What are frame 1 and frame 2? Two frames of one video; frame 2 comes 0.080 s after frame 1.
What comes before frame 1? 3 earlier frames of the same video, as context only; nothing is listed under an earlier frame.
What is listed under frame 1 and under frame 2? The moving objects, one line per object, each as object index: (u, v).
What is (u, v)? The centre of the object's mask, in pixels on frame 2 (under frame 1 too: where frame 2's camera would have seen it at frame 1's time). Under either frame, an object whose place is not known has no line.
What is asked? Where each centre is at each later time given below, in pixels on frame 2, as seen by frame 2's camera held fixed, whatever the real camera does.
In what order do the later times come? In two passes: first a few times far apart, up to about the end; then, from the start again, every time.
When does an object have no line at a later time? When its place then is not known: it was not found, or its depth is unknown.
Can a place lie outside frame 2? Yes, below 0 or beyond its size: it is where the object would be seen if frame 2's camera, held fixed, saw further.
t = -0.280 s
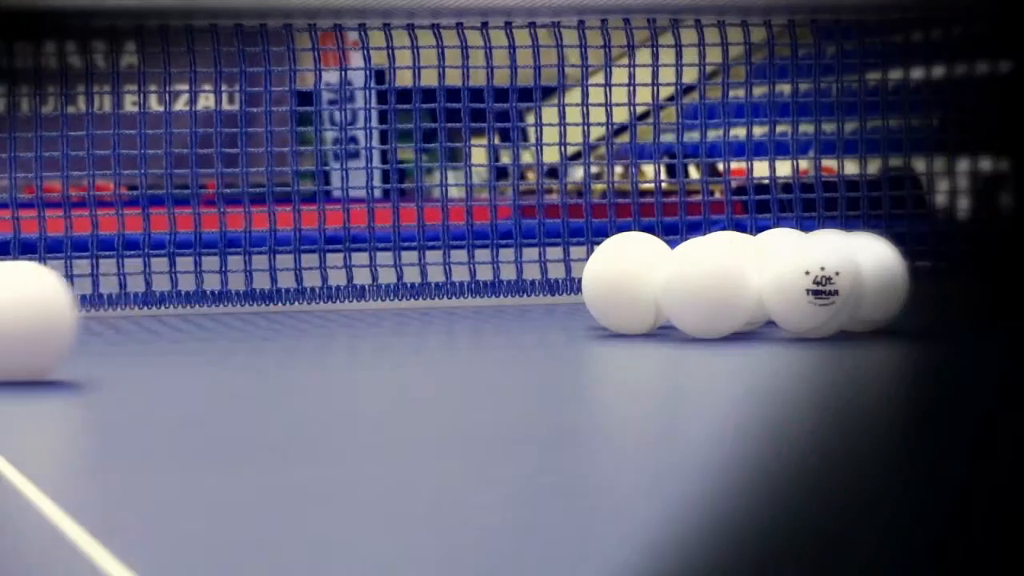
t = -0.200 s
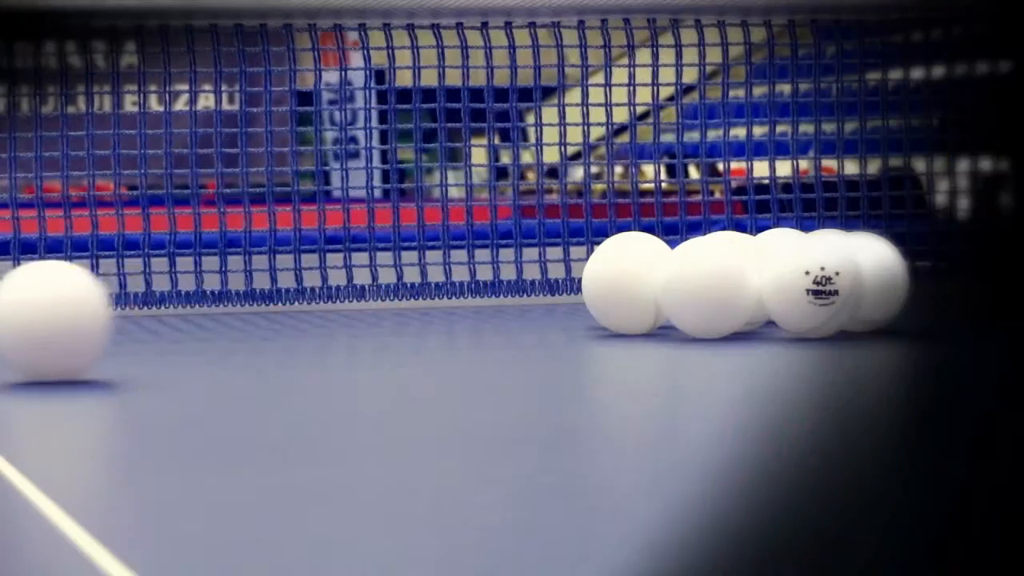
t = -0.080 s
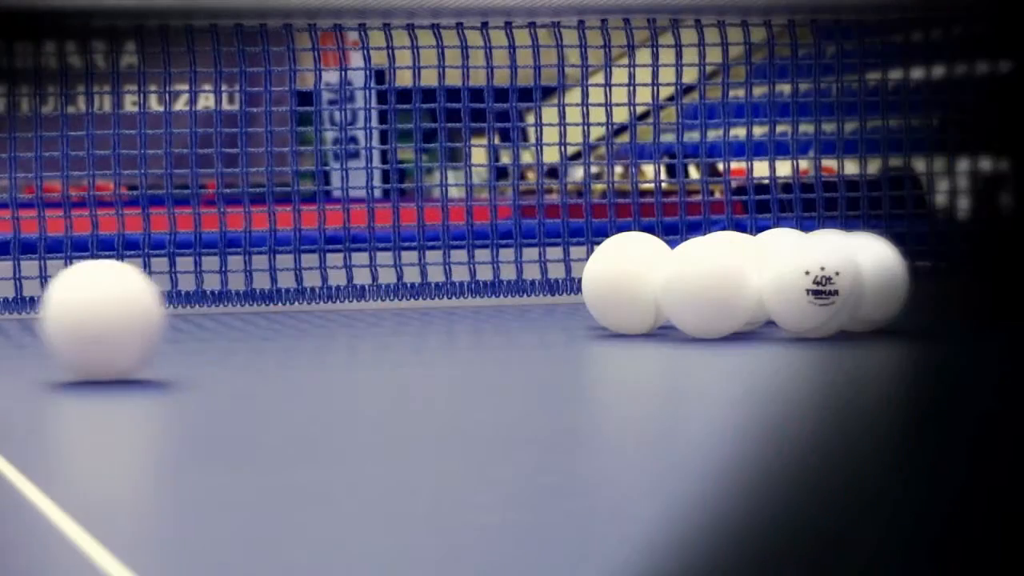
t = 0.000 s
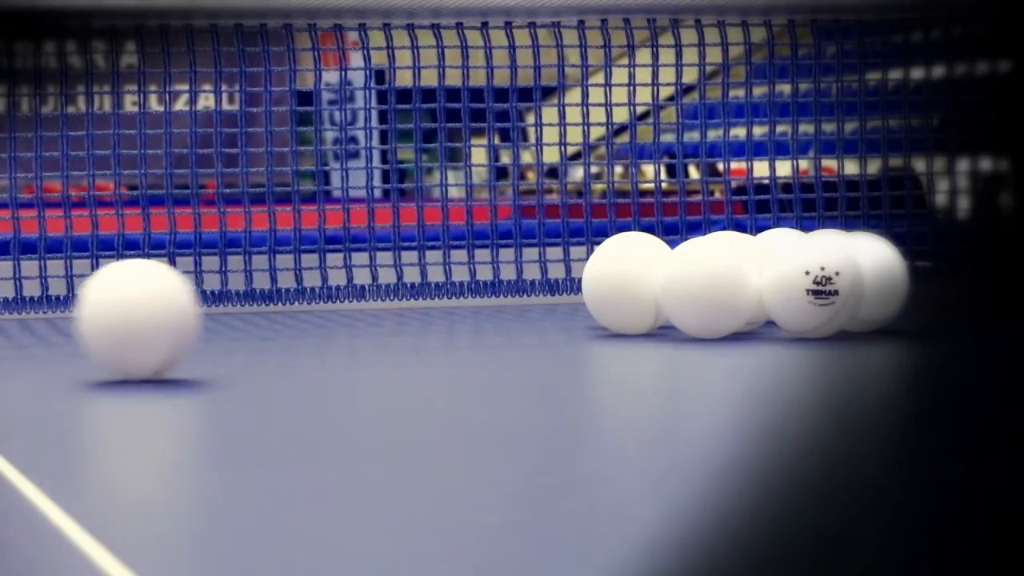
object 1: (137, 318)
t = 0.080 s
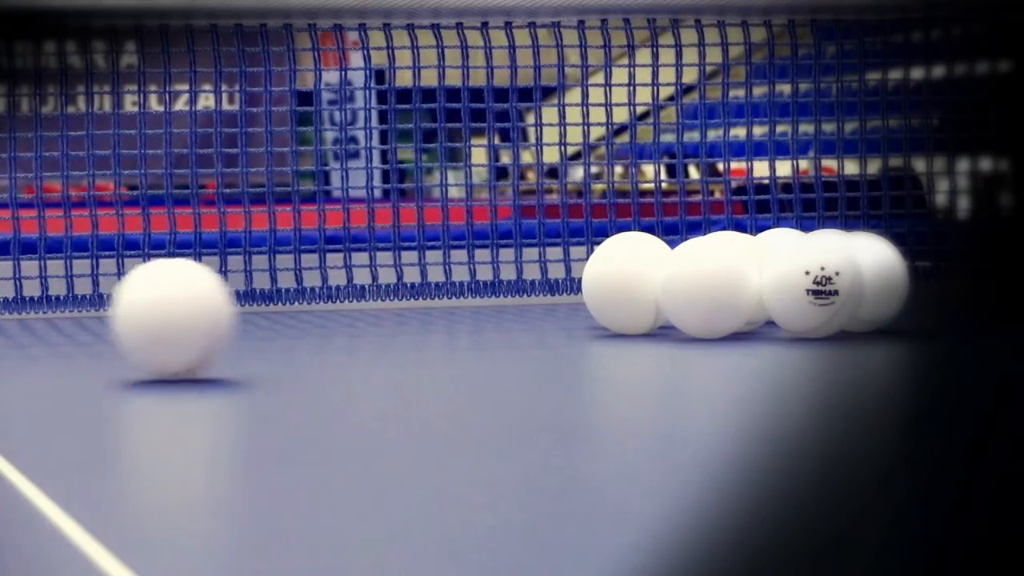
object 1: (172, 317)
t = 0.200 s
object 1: (224, 316)
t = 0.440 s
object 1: (328, 315)
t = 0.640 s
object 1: (415, 313)
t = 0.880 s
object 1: (518, 311)
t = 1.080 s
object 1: (602, 305)
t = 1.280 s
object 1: (683, 307)
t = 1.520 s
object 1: (769, 301)
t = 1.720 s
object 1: (840, 297)
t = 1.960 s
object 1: (920, 295)
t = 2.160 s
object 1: (975, 293)
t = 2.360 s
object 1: (1003, 290)
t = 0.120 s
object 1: (189, 316)
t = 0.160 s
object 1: (206, 316)
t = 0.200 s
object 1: (224, 316)
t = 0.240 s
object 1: (242, 316)
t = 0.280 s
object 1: (260, 315)
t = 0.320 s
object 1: (277, 315)
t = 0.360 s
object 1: (294, 315)
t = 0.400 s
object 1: (311, 315)
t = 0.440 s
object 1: (328, 315)
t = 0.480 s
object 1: (346, 314)
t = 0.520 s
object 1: (363, 314)
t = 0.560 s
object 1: (381, 314)
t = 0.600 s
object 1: (398, 313)
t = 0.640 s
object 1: (415, 313)
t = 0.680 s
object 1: (432, 312)
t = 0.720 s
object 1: (449, 312)
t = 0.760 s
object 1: (466, 312)
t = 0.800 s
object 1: (483, 311)
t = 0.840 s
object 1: (500, 311)
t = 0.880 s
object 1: (518, 311)
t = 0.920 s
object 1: (532, 310)
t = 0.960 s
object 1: (550, 309)
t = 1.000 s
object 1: (566, 309)
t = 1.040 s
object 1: (586, 307)
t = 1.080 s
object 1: (602, 305)
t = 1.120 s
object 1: (614, 309)
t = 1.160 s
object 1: (630, 312)
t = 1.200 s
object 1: (647, 310)
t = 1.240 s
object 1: (664, 308)
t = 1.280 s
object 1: (683, 307)
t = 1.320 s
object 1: (696, 305)
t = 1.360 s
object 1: (709, 304)
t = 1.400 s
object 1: (721, 303)
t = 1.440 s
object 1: (736, 302)
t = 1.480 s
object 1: (753, 303)
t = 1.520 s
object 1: (769, 301)
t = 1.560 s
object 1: (783, 304)
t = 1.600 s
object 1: (797, 301)
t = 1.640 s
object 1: (809, 302)
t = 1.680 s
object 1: (826, 299)
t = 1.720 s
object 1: (840, 297)
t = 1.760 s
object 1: (853, 296)
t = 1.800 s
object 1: (868, 298)
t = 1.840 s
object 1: (882, 297)
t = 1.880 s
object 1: (895, 298)
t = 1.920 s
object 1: (909, 297)
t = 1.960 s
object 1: (920, 295)
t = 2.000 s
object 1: (932, 294)
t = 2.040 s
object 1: (944, 294)
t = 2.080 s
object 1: (956, 294)
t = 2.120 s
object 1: (967, 293)
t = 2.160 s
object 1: (975, 293)
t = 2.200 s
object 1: (982, 292)
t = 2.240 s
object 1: (987, 291)
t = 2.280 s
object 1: (993, 291)
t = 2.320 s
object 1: (999, 290)
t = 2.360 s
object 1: (1003, 290)
